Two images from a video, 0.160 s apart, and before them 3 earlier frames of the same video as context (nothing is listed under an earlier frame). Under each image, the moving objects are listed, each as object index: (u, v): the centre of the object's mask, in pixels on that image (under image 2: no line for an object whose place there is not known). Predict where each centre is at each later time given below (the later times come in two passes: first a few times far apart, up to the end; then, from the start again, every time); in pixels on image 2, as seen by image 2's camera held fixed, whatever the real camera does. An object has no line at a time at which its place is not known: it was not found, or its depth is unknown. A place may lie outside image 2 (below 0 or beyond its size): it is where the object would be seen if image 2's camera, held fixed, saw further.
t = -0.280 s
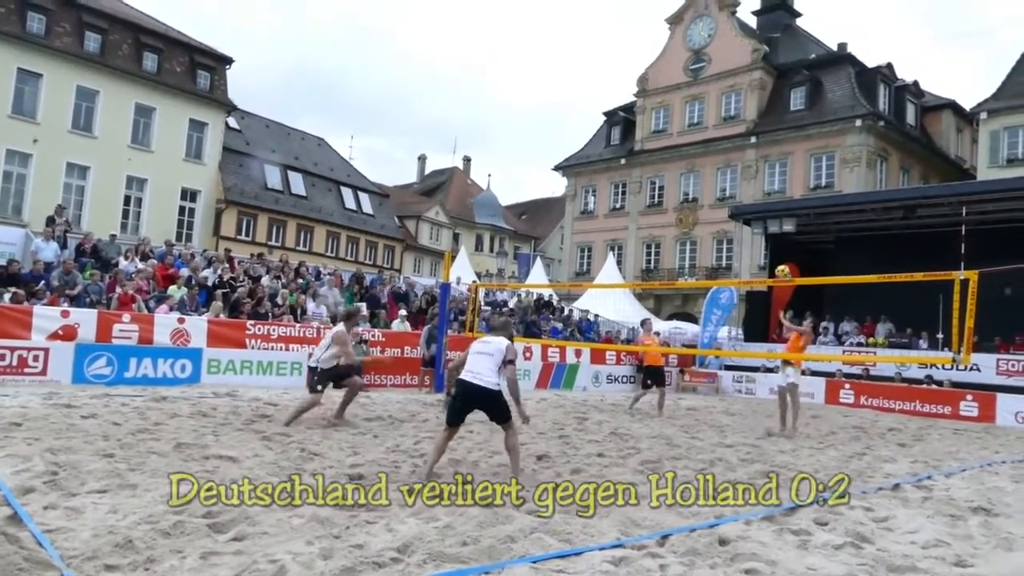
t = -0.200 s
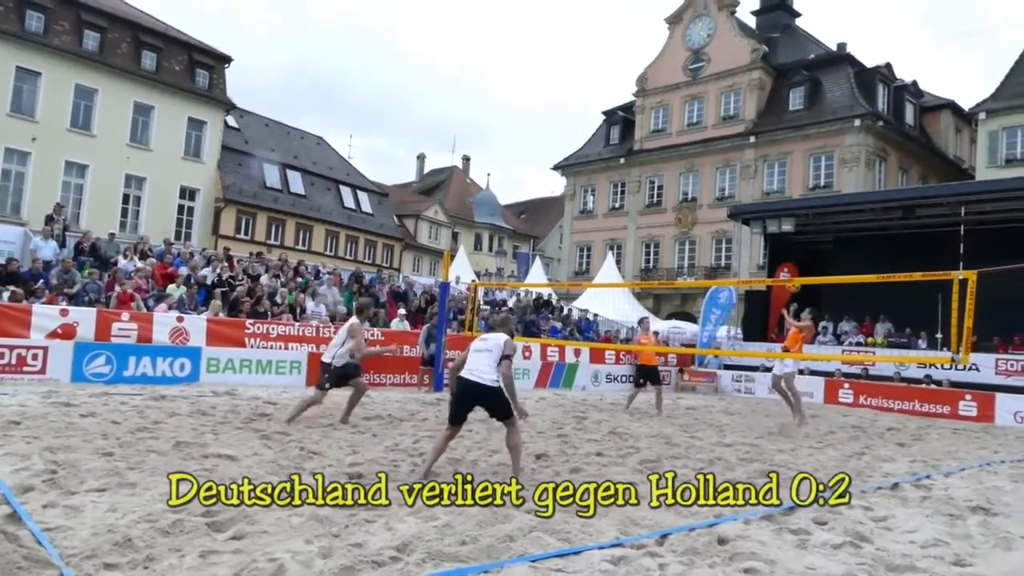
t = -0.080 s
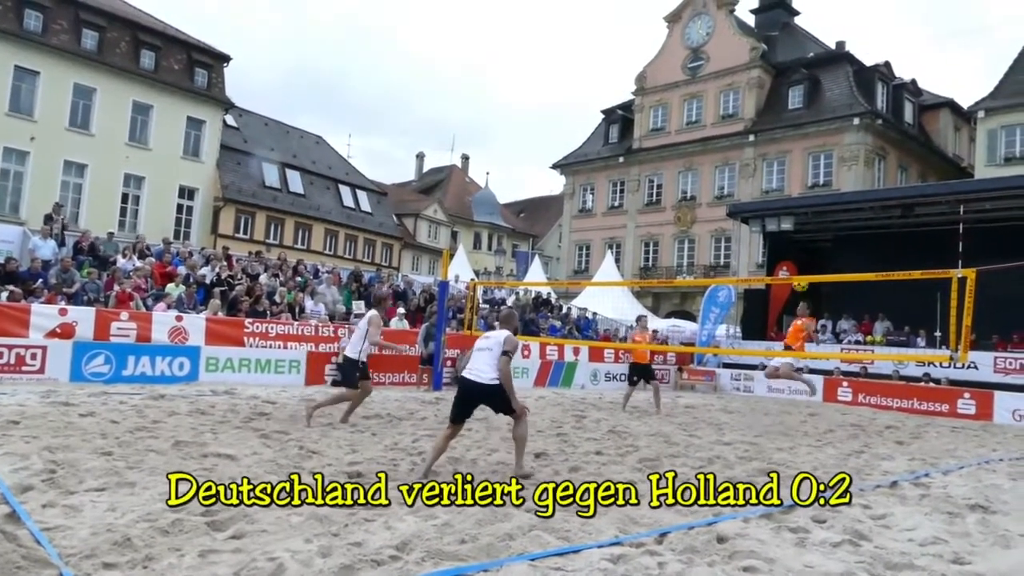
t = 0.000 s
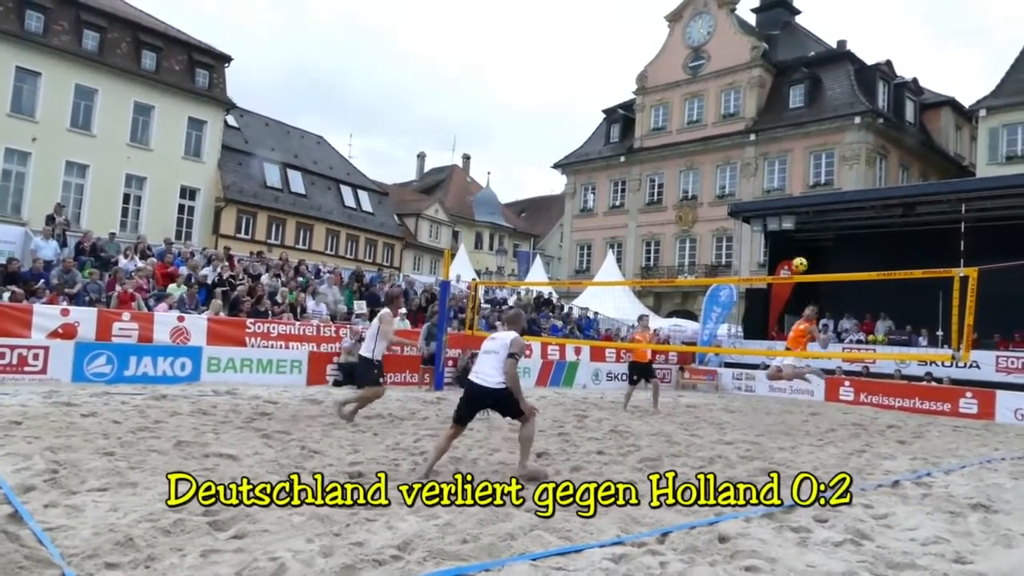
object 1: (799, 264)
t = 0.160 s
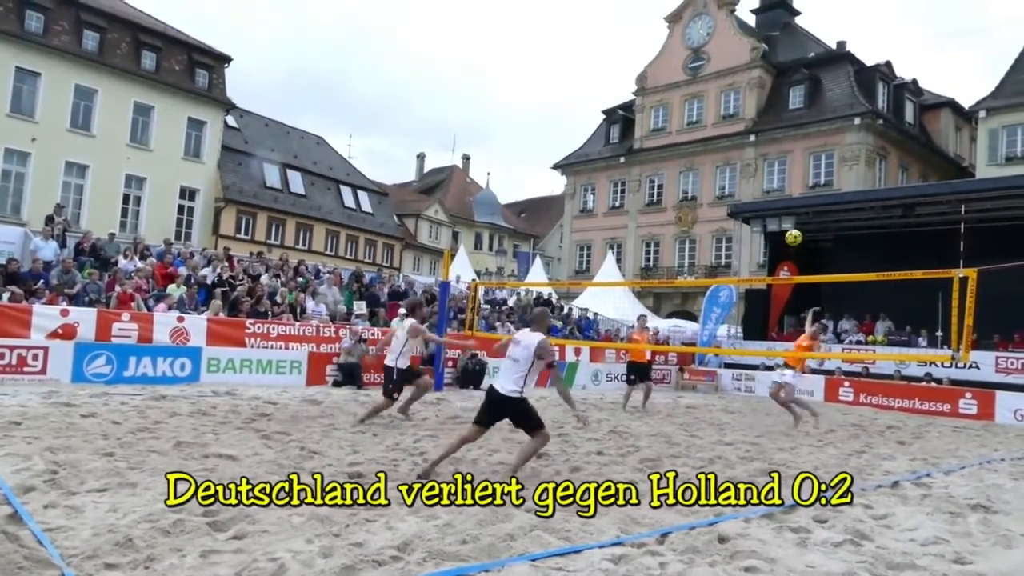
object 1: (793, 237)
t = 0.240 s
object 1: (790, 229)
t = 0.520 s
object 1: (777, 236)
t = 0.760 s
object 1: (762, 301)
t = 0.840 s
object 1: (756, 338)
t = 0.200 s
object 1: (792, 233)
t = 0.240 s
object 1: (790, 229)
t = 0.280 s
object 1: (789, 226)
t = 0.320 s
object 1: (787, 225)
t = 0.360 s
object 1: (786, 224)
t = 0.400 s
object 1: (784, 226)
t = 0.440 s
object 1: (782, 227)
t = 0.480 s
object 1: (779, 231)
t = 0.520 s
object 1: (777, 236)
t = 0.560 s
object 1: (775, 243)
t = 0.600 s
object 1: (772, 251)
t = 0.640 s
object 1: (771, 260)
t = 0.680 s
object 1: (768, 271)
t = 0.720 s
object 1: (765, 285)
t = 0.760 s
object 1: (762, 301)
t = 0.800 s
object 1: (759, 318)
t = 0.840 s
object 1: (756, 338)
